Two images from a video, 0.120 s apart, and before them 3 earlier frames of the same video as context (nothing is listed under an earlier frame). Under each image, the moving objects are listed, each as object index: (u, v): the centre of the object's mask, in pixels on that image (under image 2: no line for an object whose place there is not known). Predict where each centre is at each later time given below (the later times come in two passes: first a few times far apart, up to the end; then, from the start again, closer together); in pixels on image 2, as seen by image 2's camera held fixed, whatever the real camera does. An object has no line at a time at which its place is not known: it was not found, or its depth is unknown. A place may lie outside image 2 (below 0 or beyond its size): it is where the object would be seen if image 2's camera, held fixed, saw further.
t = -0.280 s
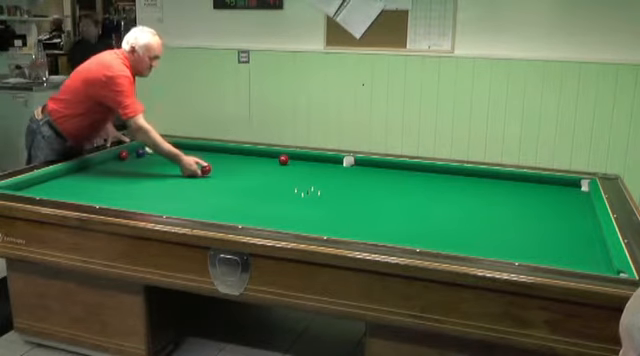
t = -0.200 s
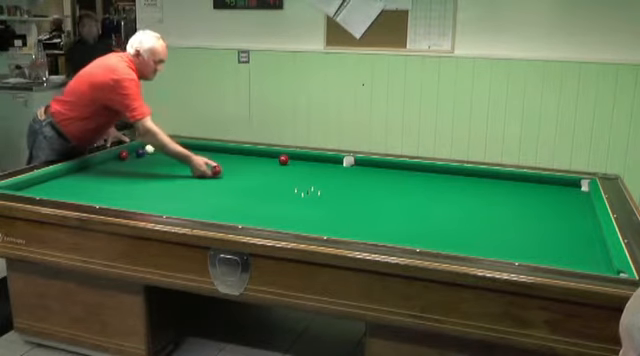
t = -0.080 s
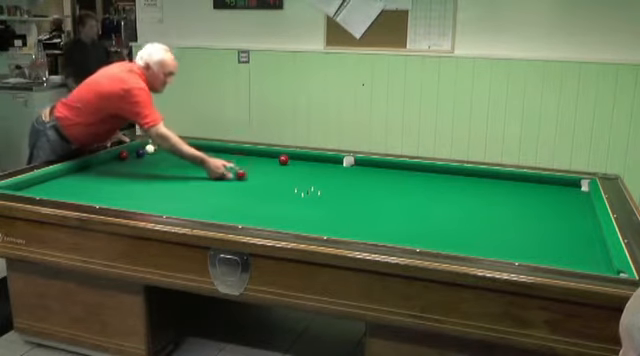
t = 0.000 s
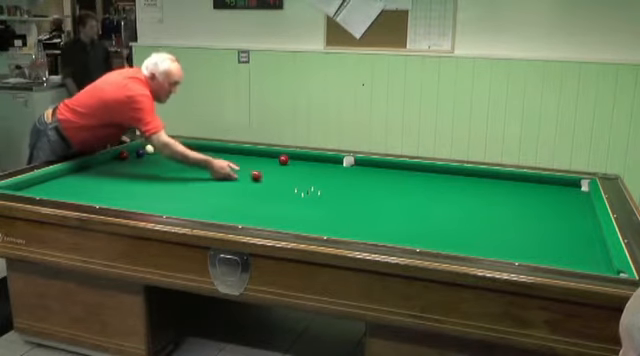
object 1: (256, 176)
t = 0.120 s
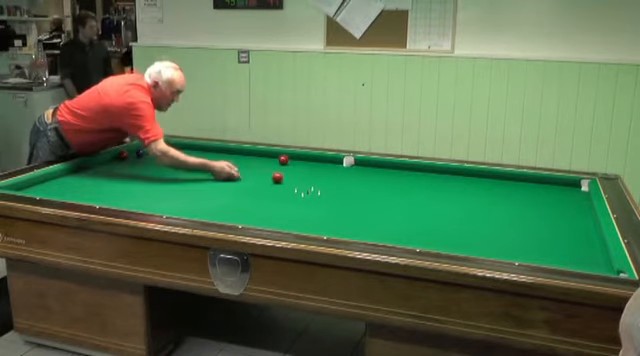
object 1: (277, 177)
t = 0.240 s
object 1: (298, 179)
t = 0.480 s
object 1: (341, 183)
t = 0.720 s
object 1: (385, 186)
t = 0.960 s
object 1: (429, 190)
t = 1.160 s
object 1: (466, 194)
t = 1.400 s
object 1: (510, 198)
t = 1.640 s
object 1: (555, 201)
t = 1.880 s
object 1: (579, 204)
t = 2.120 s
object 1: (554, 200)
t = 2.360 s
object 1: (530, 197)
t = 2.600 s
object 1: (508, 194)
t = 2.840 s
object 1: (486, 191)
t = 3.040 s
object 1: (468, 190)
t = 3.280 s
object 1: (448, 188)
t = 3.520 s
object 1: (428, 185)
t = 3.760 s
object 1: (409, 183)
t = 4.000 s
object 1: (391, 180)
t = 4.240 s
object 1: (374, 179)
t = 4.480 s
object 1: (357, 177)
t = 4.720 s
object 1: (341, 175)
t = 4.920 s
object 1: (328, 174)
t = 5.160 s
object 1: (314, 172)
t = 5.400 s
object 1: (300, 170)
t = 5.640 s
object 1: (288, 168)
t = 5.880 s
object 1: (274, 167)
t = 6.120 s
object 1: (262, 166)
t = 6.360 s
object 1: (251, 165)
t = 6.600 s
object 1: (240, 164)
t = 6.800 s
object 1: (232, 163)
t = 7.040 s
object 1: (222, 162)
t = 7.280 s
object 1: (213, 160)
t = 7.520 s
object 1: (205, 160)
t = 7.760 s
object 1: (197, 159)
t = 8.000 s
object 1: (189, 158)
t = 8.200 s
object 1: (183, 157)
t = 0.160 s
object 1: (284, 178)
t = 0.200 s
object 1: (291, 179)
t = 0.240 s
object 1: (298, 179)
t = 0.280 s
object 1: (305, 180)
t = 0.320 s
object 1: (312, 180)
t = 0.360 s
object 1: (320, 181)
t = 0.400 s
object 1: (327, 181)
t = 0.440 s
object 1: (334, 182)
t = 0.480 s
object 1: (341, 183)
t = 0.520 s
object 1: (349, 183)
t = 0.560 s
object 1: (355, 184)
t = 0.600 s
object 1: (363, 184)
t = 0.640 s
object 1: (370, 185)
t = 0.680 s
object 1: (378, 186)
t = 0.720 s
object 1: (385, 186)
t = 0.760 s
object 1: (392, 187)
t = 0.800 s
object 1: (400, 188)
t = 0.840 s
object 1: (407, 188)
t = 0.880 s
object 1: (414, 189)
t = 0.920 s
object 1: (422, 190)
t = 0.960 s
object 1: (429, 190)
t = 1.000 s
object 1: (437, 191)
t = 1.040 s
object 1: (444, 192)
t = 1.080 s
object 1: (451, 192)
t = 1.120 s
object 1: (459, 193)
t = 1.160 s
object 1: (466, 194)
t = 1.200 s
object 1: (474, 194)
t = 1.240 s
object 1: (481, 195)
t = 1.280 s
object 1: (489, 195)
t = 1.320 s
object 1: (495, 196)
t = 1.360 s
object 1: (503, 197)
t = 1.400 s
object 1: (510, 198)
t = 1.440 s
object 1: (518, 198)
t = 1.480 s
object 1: (525, 199)
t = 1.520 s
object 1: (532, 200)
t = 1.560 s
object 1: (539, 200)
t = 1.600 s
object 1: (547, 201)
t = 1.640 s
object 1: (555, 201)
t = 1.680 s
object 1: (562, 202)
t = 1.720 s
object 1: (569, 204)
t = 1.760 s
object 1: (576, 203)
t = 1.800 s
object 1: (584, 204)
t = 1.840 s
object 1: (585, 204)
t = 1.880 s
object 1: (579, 204)
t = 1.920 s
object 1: (574, 203)
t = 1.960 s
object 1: (570, 202)
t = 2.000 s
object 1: (566, 201)
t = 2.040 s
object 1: (562, 201)
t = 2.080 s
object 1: (558, 201)
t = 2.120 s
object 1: (554, 200)
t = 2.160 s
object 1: (550, 200)
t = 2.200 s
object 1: (546, 199)
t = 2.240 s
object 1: (541, 198)
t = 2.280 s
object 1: (538, 198)
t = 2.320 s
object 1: (534, 198)
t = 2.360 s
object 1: (530, 197)
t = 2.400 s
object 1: (526, 197)
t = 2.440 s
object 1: (522, 196)
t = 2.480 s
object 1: (519, 196)
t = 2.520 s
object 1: (515, 195)
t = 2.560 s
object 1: (511, 195)
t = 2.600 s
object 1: (508, 194)
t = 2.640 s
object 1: (504, 194)
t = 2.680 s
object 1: (500, 193)
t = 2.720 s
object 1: (496, 192)
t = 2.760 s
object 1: (493, 192)
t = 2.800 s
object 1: (489, 192)
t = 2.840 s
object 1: (486, 191)
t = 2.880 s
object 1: (482, 191)
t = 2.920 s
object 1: (478, 191)
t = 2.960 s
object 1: (475, 191)
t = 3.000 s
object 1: (471, 190)
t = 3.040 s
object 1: (468, 190)
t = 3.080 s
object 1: (465, 189)
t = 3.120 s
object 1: (461, 189)
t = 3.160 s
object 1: (457, 188)
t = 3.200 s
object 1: (454, 188)
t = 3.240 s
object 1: (451, 188)
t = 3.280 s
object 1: (448, 188)
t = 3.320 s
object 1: (444, 187)
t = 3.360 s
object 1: (441, 186)
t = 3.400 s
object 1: (438, 186)
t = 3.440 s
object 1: (435, 186)
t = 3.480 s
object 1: (431, 185)
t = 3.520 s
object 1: (428, 185)
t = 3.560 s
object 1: (425, 185)
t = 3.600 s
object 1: (422, 184)
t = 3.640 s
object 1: (419, 184)
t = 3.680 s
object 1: (415, 183)
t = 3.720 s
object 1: (412, 183)
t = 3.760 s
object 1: (409, 183)
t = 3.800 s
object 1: (406, 182)
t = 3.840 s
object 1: (403, 182)
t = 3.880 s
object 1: (400, 181)
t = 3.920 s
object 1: (397, 181)
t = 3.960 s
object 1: (394, 181)
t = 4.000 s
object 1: (391, 180)
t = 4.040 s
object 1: (388, 181)
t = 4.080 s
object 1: (385, 180)
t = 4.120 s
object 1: (382, 179)
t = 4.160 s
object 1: (379, 179)
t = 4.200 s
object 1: (376, 179)
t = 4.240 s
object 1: (374, 179)
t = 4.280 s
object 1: (371, 178)
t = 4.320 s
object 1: (368, 178)
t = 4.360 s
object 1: (365, 178)
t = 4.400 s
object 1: (362, 177)
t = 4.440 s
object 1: (360, 177)
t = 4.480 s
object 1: (357, 177)
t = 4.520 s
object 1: (354, 176)
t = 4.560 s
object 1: (351, 176)
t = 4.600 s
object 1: (349, 176)
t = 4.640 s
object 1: (346, 176)
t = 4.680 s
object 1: (344, 176)
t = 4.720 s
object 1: (341, 175)
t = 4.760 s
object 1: (339, 175)
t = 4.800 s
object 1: (336, 175)
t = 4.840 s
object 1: (334, 174)
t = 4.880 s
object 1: (331, 174)
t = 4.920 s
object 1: (328, 174)
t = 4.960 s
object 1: (326, 173)
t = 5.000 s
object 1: (324, 173)
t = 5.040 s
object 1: (321, 172)
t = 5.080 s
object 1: (319, 172)
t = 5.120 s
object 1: (316, 172)
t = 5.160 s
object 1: (314, 172)
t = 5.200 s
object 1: (312, 172)
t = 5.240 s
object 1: (310, 172)
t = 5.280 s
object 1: (308, 172)
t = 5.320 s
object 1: (305, 171)
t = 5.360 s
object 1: (303, 170)
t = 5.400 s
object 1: (300, 170)
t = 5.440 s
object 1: (298, 170)
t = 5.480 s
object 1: (296, 170)
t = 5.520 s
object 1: (293, 169)
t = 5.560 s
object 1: (291, 169)
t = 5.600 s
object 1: (289, 169)
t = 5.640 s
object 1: (288, 168)
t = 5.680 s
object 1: (284, 168)
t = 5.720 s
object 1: (281, 168)
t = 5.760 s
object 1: (280, 168)
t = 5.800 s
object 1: (279, 168)
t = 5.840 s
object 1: (276, 168)
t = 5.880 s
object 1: (274, 167)
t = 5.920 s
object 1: (273, 167)
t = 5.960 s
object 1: (270, 167)
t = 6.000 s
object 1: (268, 166)
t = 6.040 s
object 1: (266, 166)
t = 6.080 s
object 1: (264, 166)
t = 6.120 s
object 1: (262, 166)
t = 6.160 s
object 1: (260, 165)
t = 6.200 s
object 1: (258, 165)
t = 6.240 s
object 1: (257, 165)
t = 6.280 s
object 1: (255, 165)
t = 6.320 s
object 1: (253, 165)
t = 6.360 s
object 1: (251, 165)
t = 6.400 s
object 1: (249, 164)
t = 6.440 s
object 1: (247, 164)
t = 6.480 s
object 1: (246, 164)
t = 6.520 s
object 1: (244, 164)
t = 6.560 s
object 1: (242, 164)
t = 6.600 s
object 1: (240, 164)
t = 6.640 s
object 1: (238, 163)
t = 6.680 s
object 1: (237, 163)
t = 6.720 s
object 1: (235, 163)
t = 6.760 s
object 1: (234, 163)
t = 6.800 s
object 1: (232, 163)
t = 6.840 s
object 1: (230, 162)
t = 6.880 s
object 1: (229, 162)
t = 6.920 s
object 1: (228, 162)
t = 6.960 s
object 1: (226, 162)
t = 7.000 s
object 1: (224, 162)
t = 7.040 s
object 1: (222, 162)
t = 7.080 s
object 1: (221, 161)
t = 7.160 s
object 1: (218, 161)
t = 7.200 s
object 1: (216, 161)
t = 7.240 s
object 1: (215, 161)
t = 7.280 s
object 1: (213, 160)
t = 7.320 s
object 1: (212, 160)
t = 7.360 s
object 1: (211, 160)
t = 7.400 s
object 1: (209, 160)
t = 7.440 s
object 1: (208, 160)
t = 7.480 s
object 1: (206, 160)
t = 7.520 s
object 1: (205, 160)
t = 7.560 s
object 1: (203, 159)
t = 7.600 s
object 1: (202, 160)
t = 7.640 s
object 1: (201, 159)
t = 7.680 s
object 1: (200, 159)
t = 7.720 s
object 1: (198, 159)
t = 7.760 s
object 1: (197, 159)
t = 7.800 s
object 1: (196, 158)
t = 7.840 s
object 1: (195, 158)
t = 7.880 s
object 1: (193, 158)
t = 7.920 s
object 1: (191, 158)
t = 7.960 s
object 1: (191, 158)
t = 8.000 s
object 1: (189, 158)
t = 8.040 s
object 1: (188, 158)
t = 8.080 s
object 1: (187, 157)
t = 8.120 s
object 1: (185, 157)
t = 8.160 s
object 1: (184, 157)
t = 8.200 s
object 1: (183, 157)
